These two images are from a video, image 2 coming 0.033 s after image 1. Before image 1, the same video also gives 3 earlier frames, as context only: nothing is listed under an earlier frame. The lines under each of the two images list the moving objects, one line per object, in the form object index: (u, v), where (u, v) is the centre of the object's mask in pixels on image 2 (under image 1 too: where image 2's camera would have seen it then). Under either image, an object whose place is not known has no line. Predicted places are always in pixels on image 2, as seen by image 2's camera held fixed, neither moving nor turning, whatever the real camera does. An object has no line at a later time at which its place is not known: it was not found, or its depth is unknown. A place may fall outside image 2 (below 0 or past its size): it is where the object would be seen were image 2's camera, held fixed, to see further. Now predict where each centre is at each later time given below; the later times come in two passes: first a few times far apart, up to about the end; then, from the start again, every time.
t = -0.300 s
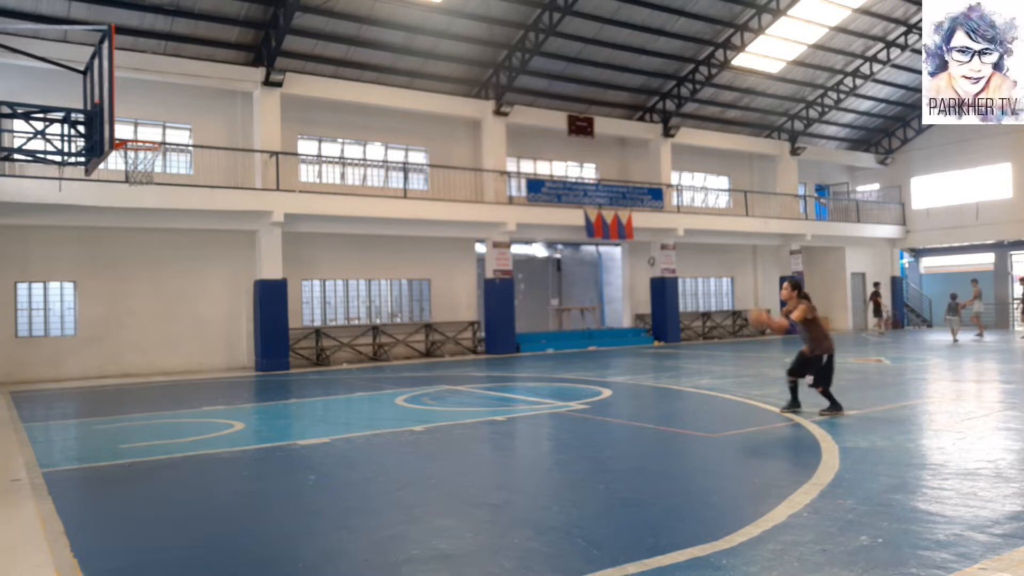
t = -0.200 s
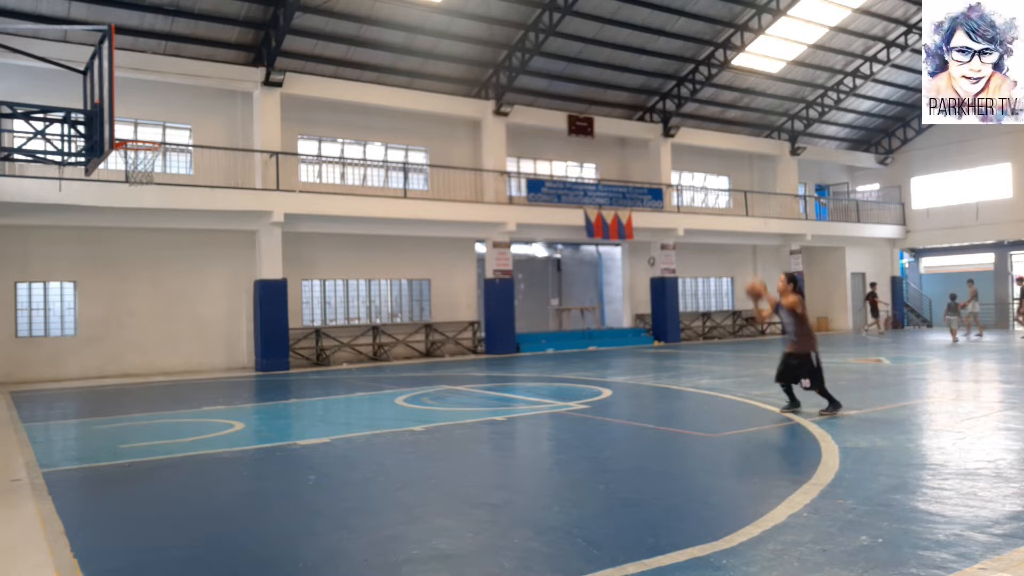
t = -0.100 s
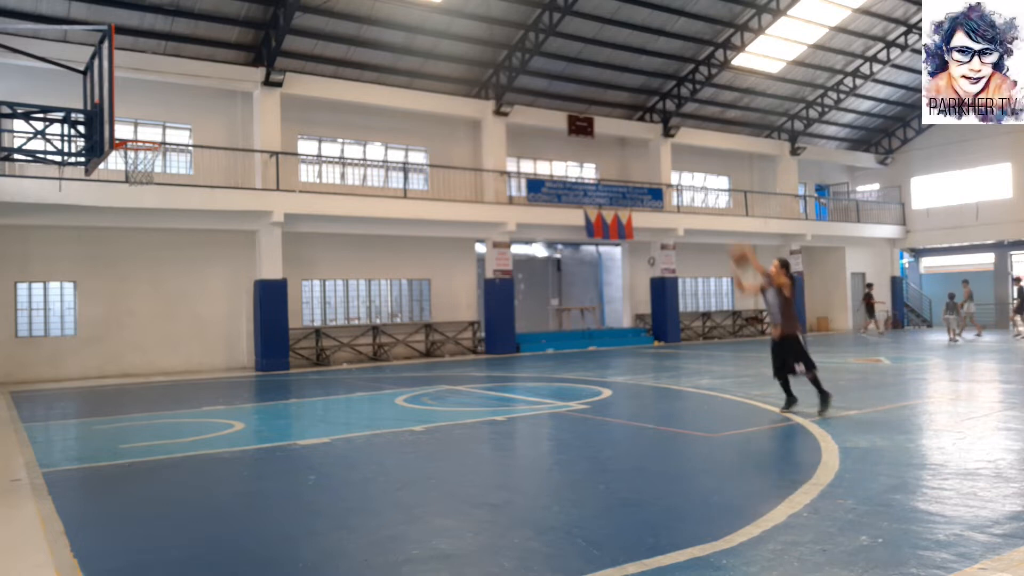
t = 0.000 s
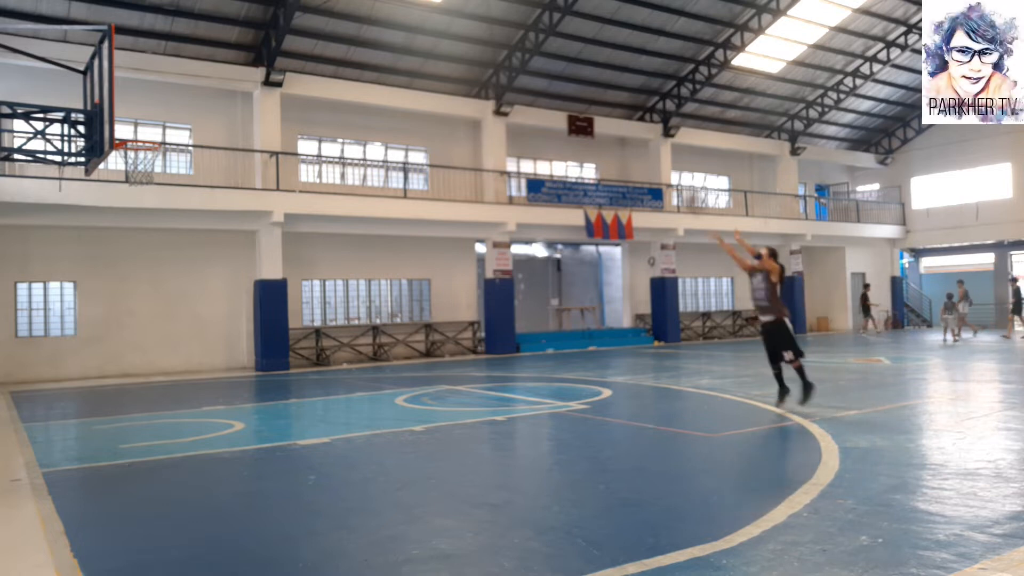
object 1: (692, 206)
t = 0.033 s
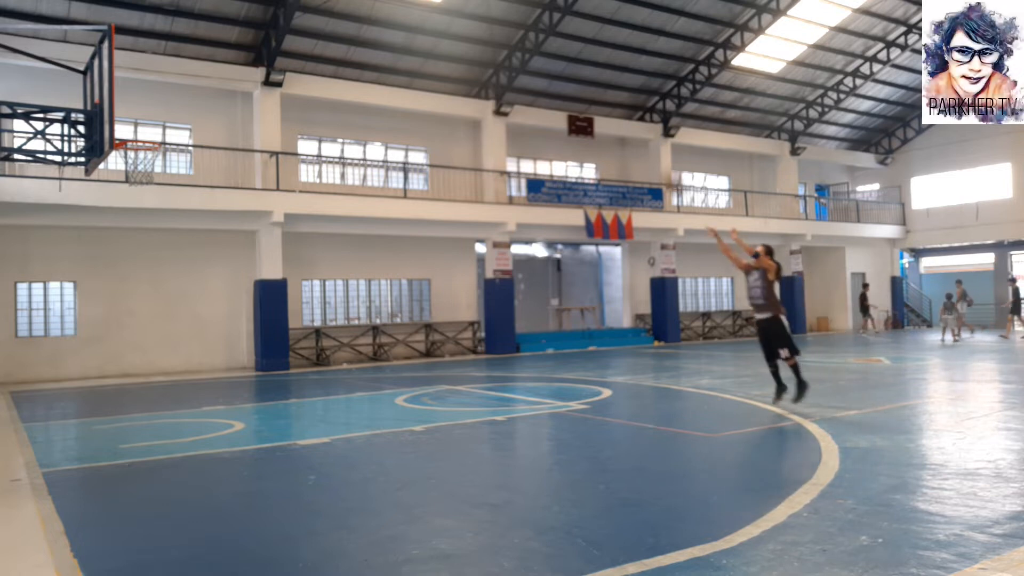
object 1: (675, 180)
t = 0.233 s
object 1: (570, 94)
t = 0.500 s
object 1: (437, 33)
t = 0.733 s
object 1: (322, 30)
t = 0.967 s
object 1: (212, 73)
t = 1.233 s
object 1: (160, 121)
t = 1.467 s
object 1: (266, 98)
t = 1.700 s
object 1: (370, 120)
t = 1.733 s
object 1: (385, 127)
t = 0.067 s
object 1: (655, 166)
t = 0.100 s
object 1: (638, 149)
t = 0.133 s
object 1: (622, 136)
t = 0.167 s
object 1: (604, 119)
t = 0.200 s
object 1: (587, 107)
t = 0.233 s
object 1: (570, 94)
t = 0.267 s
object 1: (552, 85)
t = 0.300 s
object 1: (537, 74)
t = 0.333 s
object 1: (519, 65)
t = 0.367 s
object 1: (503, 58)
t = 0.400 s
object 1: (487, 51)
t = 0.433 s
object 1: (471, 43)
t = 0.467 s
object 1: (454, 38)
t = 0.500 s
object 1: (437, 33)
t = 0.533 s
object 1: (420, 31)
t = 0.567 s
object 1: (404, 27)
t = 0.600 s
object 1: (387, 26)
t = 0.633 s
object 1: (372, 25)
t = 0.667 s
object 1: (356, 25)
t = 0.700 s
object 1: (339, 28)
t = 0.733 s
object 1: (322, 30)
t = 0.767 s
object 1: (308, 32)
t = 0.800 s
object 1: (290, 37)
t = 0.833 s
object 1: (273, 43)
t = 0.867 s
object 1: (259, 48)
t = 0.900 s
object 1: (244, 55)
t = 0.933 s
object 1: (227, 63)
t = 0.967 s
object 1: (212, 73)
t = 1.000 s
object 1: (197, 83)
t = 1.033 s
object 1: (180, 94)
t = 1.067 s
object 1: (165, 105)
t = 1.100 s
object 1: (150, 116)
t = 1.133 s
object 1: (133, 129)
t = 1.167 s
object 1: (125, 135)
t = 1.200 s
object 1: (142, 129)
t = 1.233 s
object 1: (160, 121)
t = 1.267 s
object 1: (175, 115)
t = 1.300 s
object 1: (191, 110)
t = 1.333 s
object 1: (207, 106)
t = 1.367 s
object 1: (223, 103)
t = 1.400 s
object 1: (238, 100)
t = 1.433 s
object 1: (251, 99)
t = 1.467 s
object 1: (266, 98)
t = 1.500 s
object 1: (282, 98)
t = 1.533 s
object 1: (297, 99)
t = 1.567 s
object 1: (312, 102)
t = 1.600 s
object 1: (327, 105)
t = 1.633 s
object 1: (341, 109)
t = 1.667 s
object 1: (356, 114)
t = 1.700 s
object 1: (370, 120)
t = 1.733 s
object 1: (385, 127)
